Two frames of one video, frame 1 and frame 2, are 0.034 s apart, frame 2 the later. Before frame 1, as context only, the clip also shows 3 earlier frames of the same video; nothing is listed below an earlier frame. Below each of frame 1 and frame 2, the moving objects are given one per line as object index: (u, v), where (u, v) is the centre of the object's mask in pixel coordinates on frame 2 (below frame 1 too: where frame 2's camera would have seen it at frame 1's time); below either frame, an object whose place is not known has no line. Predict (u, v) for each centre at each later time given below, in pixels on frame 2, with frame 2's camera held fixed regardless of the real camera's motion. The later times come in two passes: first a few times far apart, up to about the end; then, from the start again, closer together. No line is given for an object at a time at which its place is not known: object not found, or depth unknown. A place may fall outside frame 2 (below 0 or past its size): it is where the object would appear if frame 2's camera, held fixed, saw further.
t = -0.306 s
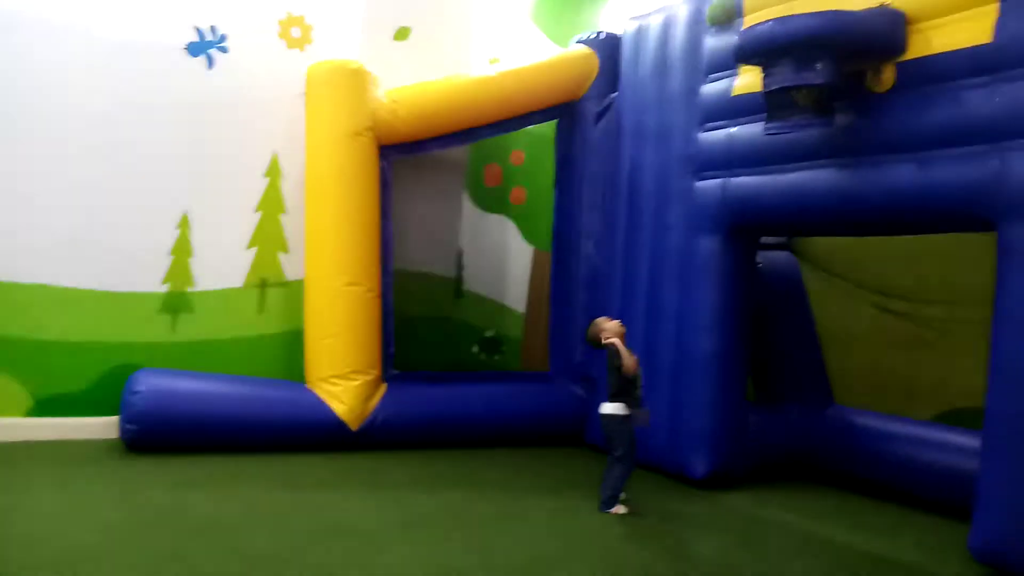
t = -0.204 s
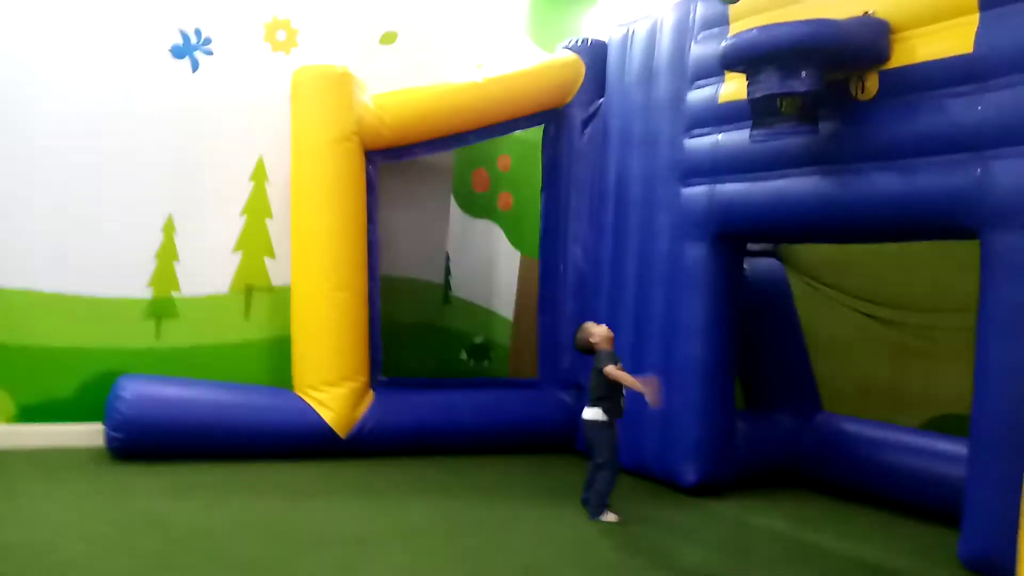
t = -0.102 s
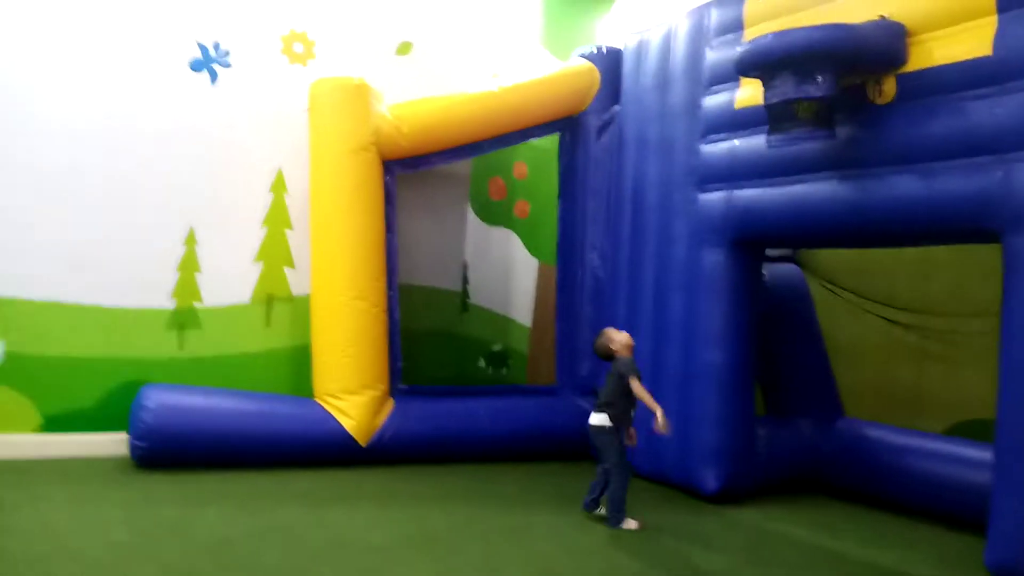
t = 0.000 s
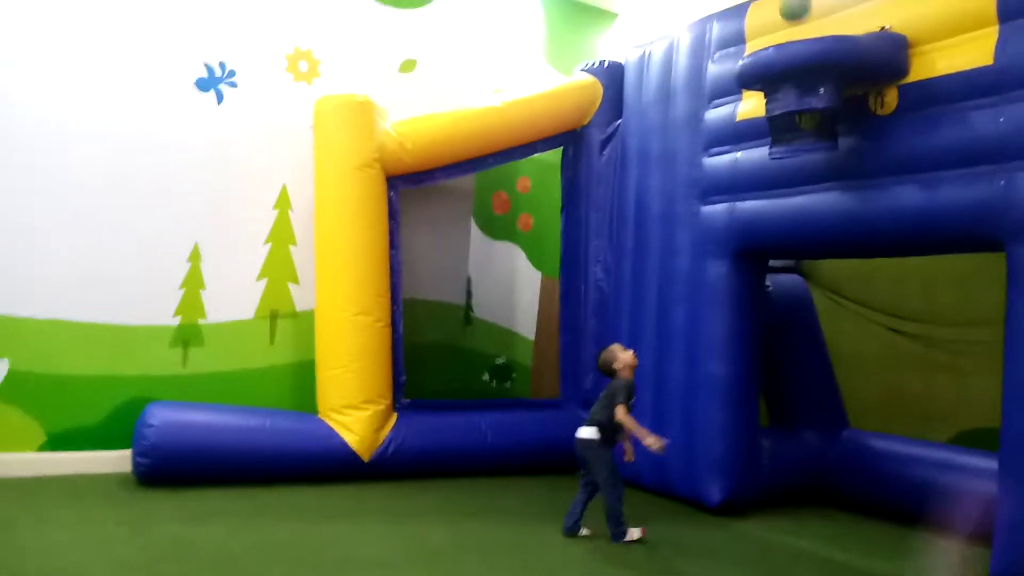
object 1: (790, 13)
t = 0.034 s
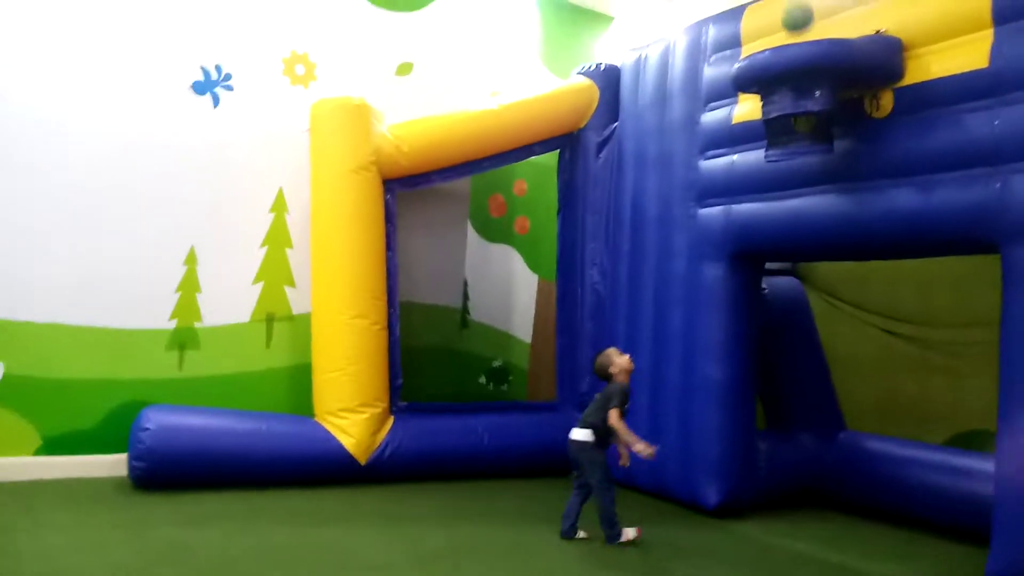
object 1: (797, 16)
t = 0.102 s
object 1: (811, 36)
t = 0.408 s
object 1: (775, 196)
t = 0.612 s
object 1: (744, 380)
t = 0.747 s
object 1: (724, 514)
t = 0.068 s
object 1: (804, 28)
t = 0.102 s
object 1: (811, 36)
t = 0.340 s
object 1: (787, 164)
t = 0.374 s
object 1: (780, 176)
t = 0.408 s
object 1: (775, 196)
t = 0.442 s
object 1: (769, 225)
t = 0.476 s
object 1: (765, 249)
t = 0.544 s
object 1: (754, 311)
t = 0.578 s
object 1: (748, 344)
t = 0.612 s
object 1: (744, 380)
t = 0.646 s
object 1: (739, 417)
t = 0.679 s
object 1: (733, 457)
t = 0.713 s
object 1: (729, 496)
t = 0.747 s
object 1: (724, 514)
